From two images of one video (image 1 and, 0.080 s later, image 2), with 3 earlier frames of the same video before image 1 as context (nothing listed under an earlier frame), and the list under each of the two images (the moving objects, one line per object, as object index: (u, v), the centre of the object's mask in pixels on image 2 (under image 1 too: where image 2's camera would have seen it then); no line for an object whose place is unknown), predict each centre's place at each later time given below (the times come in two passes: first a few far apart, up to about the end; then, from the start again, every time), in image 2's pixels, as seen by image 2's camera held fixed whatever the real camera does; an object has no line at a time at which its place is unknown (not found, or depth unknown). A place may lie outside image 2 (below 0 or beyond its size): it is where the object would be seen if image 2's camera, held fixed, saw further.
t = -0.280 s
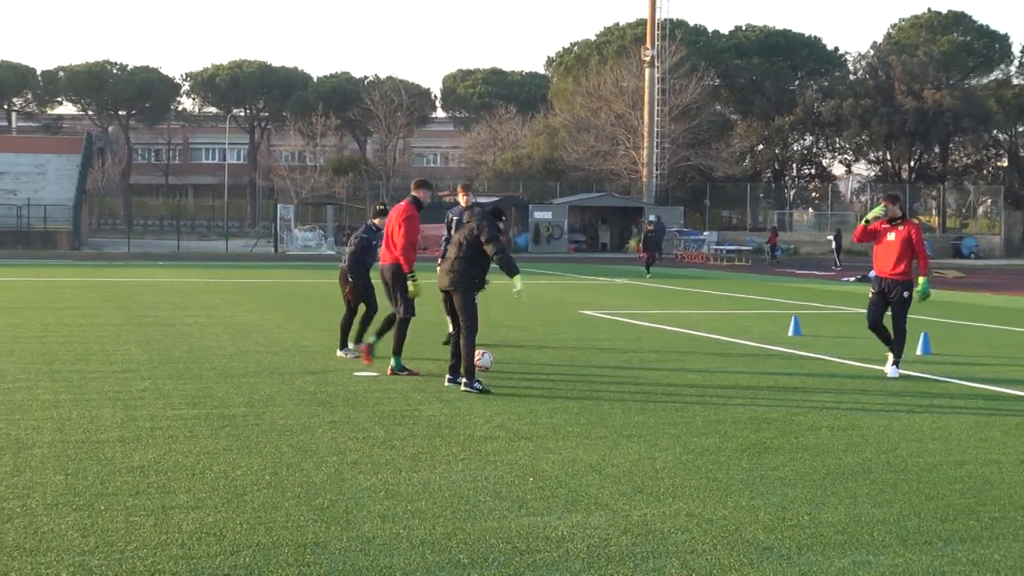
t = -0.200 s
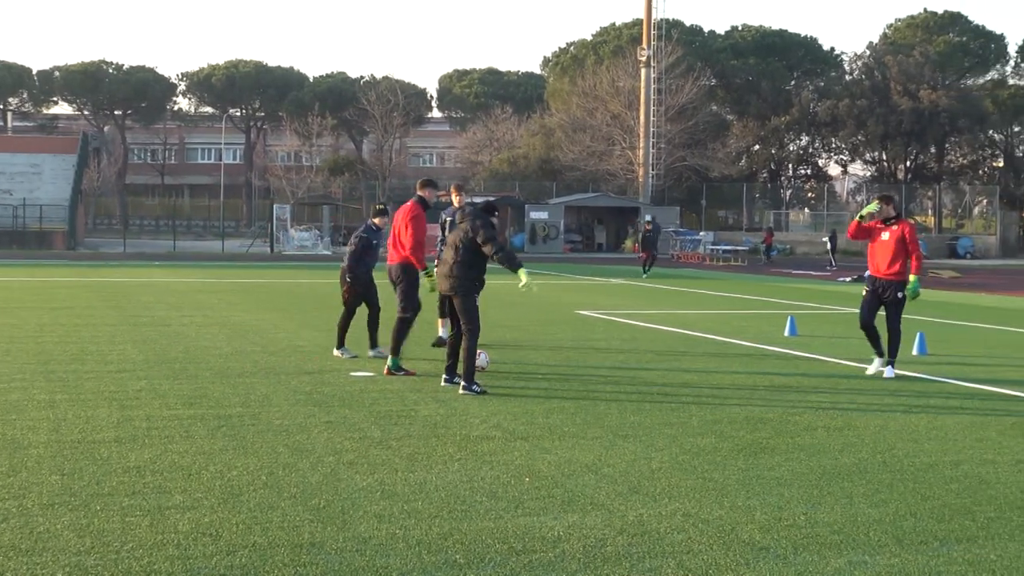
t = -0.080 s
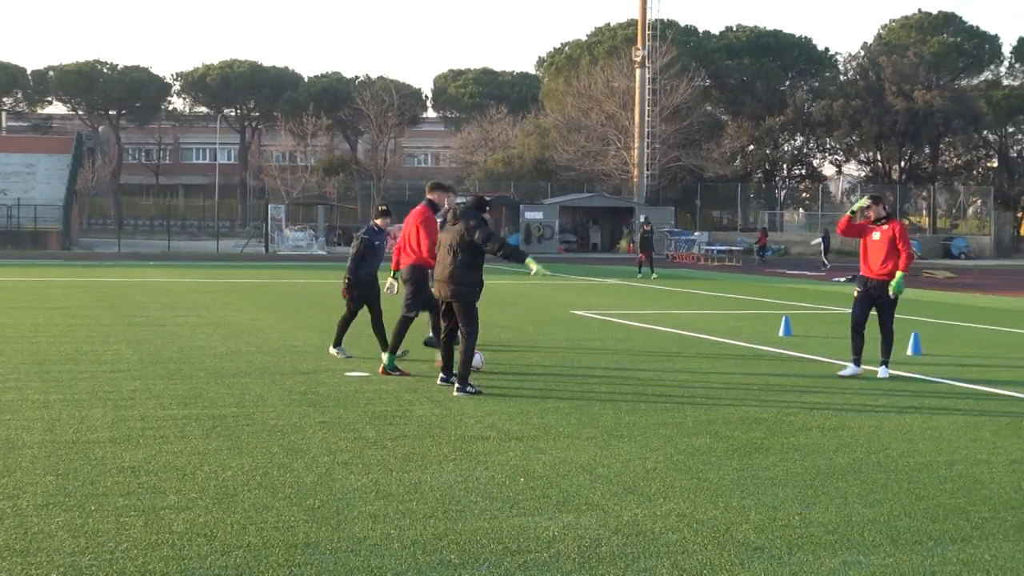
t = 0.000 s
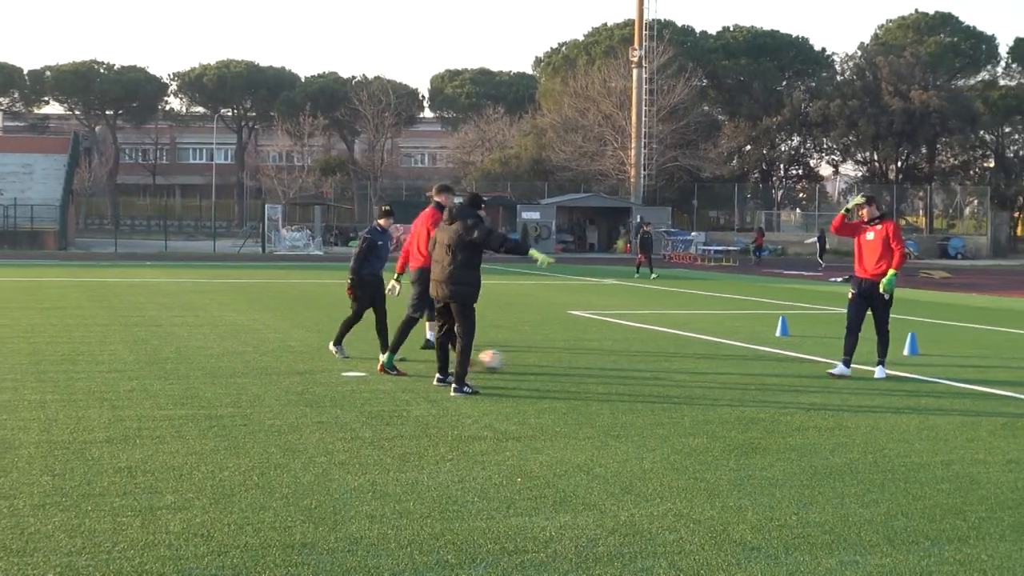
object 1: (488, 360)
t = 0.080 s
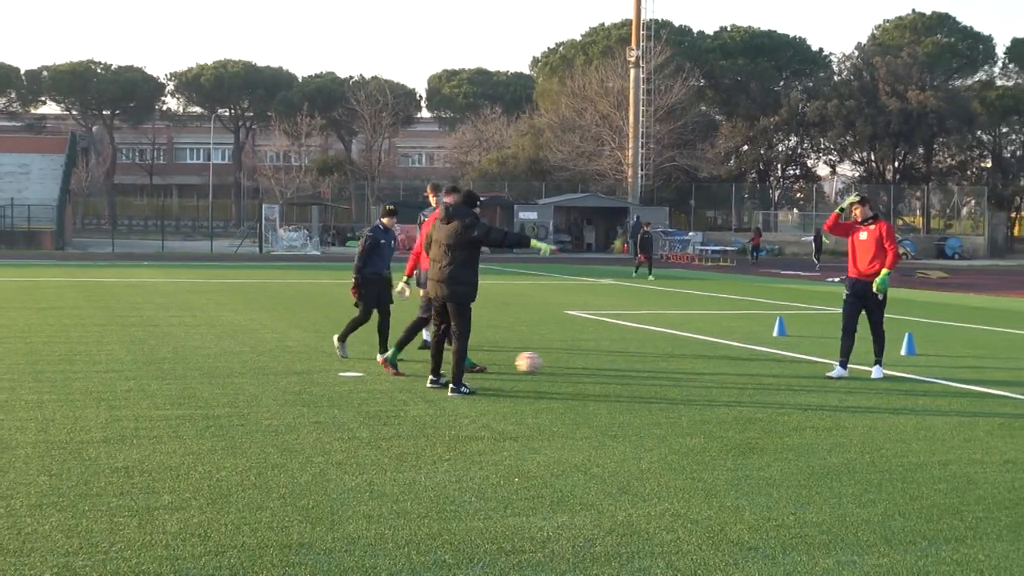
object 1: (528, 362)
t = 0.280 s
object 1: (613, 364)
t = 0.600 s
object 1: (715, 366)
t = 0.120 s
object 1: (546, 362)
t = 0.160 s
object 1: (564, 363)
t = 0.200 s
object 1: (581, 363)
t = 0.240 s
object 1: (598, 363)
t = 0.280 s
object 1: (613, 364)
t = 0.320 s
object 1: (629, 364)
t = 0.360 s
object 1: (643, 364)
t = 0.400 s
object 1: (656, 365)
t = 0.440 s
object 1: (668, 365)
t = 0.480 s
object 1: (681, 365)
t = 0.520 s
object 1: (692, 366)
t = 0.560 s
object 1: (704, 366)
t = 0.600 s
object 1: (715, 366)
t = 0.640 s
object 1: (725, 366)
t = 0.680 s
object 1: (737, 367)
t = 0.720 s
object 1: (747, 367)
